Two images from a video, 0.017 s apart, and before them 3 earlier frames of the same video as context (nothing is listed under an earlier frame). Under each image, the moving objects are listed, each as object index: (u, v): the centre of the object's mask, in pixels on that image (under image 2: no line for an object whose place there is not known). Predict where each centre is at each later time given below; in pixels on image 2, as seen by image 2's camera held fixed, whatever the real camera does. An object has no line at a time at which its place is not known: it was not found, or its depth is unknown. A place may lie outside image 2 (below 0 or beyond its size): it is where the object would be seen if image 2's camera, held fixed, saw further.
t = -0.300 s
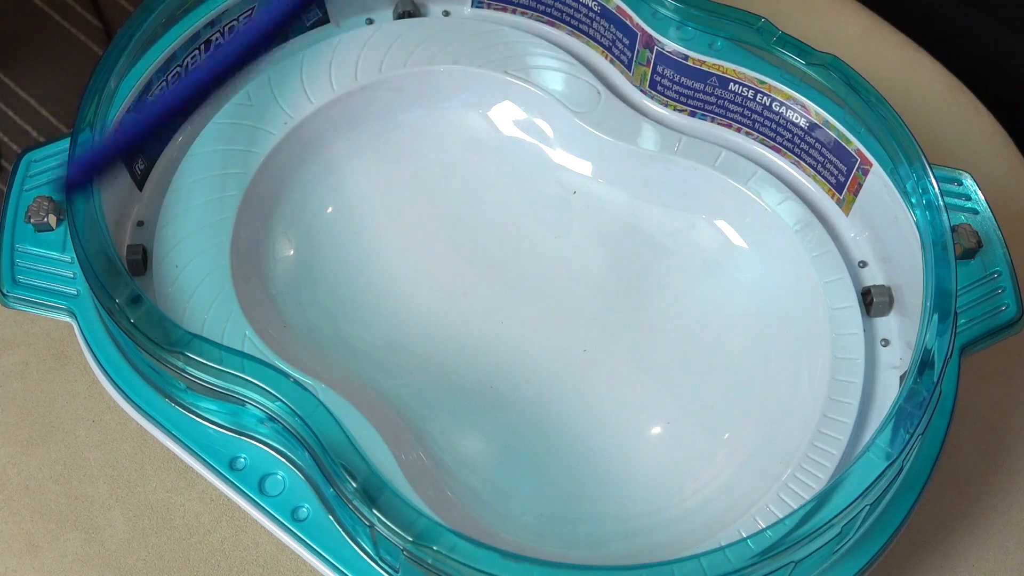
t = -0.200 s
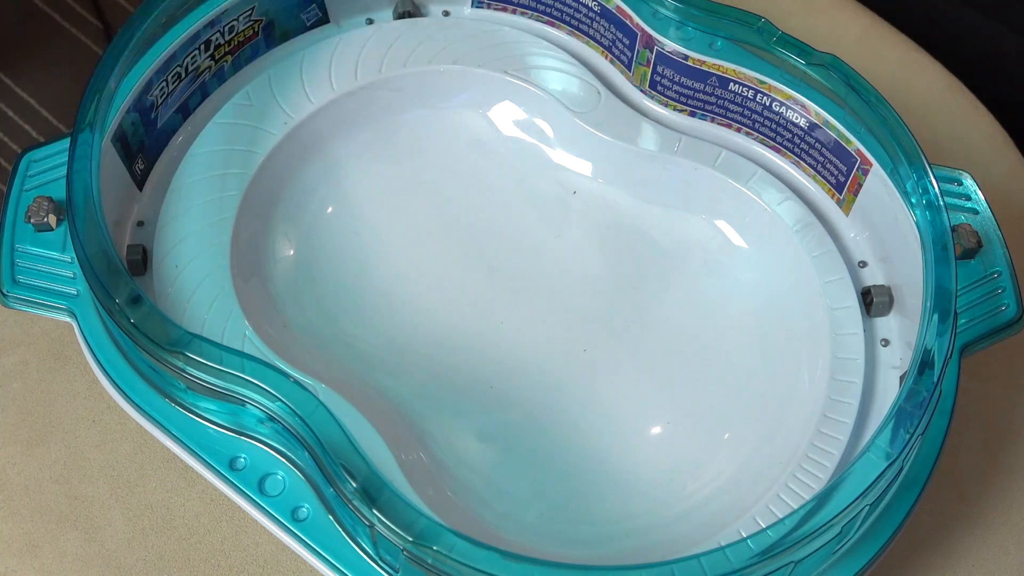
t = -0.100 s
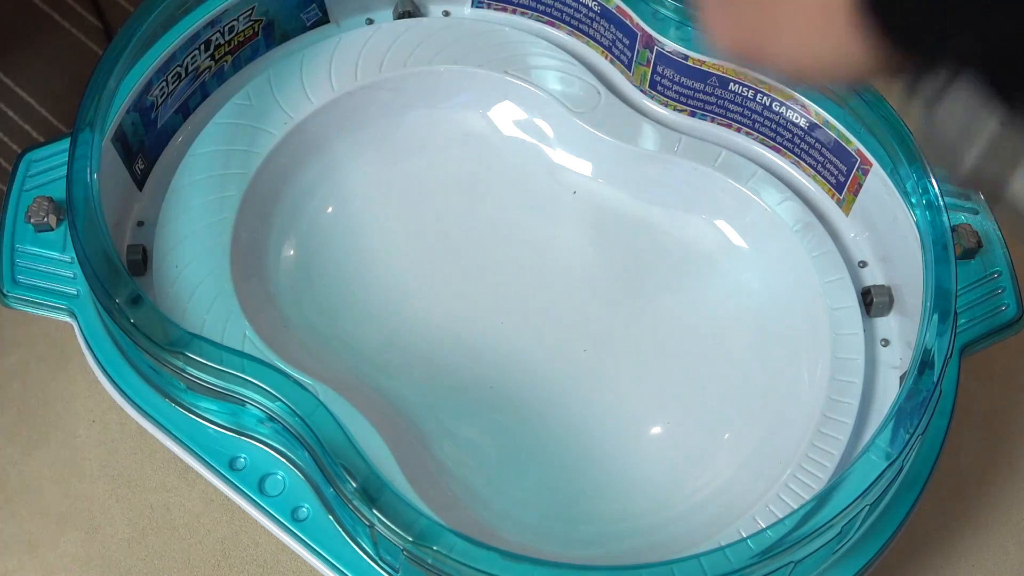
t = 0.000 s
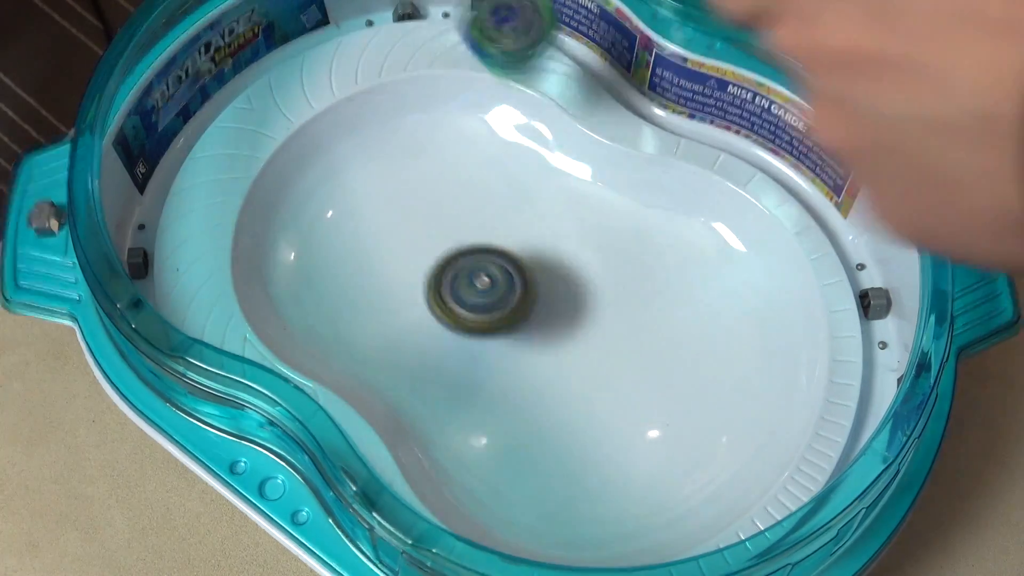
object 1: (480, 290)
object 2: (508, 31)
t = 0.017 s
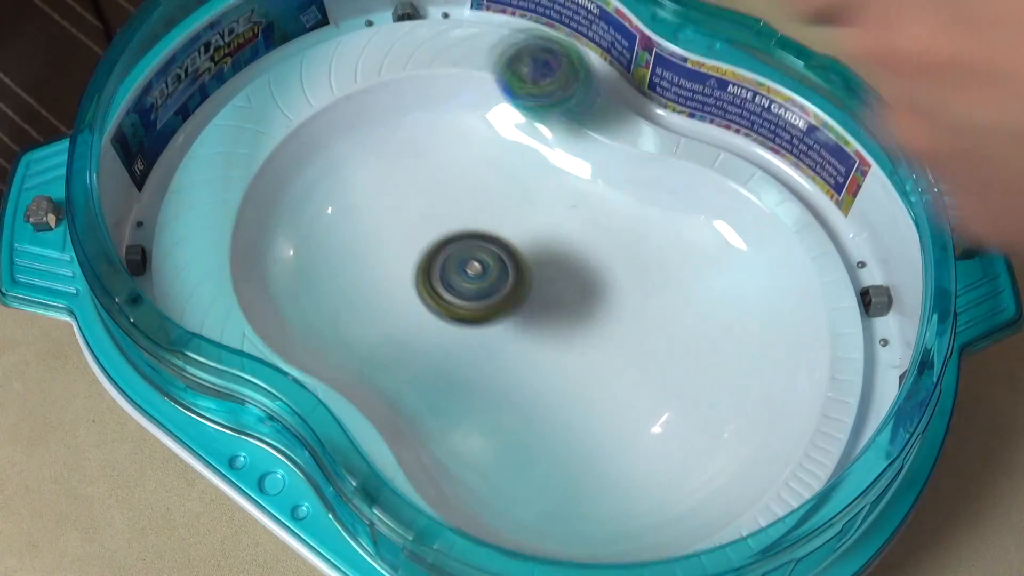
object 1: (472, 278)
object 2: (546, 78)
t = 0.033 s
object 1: (460, 270)
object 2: (554, 122)
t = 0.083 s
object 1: (428, 257)
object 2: (516, 249)
